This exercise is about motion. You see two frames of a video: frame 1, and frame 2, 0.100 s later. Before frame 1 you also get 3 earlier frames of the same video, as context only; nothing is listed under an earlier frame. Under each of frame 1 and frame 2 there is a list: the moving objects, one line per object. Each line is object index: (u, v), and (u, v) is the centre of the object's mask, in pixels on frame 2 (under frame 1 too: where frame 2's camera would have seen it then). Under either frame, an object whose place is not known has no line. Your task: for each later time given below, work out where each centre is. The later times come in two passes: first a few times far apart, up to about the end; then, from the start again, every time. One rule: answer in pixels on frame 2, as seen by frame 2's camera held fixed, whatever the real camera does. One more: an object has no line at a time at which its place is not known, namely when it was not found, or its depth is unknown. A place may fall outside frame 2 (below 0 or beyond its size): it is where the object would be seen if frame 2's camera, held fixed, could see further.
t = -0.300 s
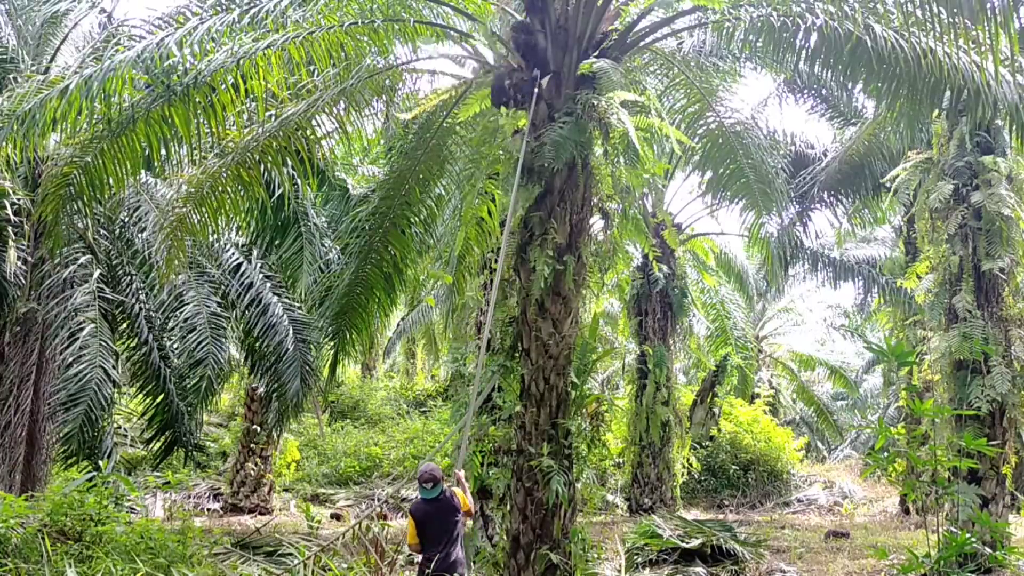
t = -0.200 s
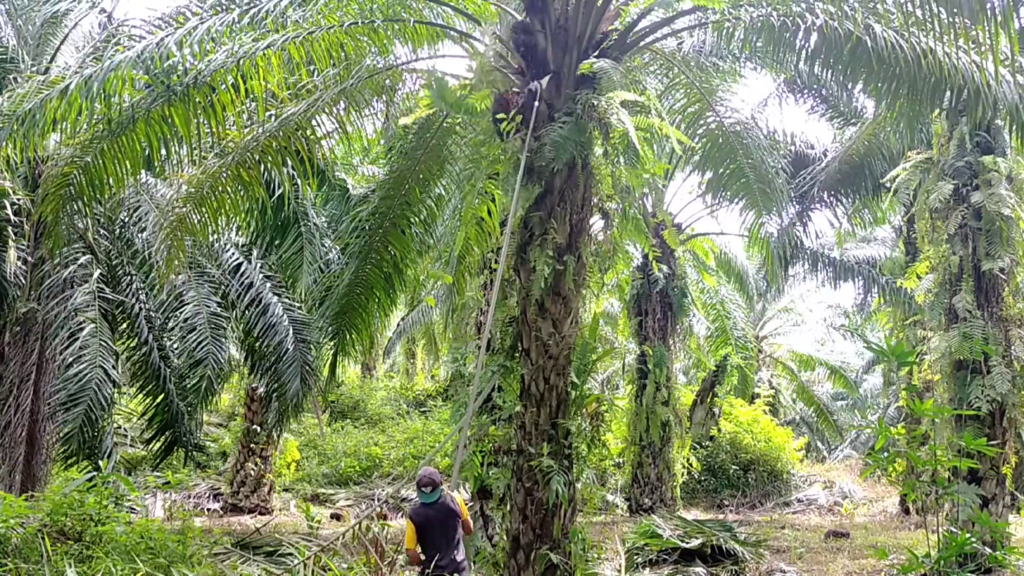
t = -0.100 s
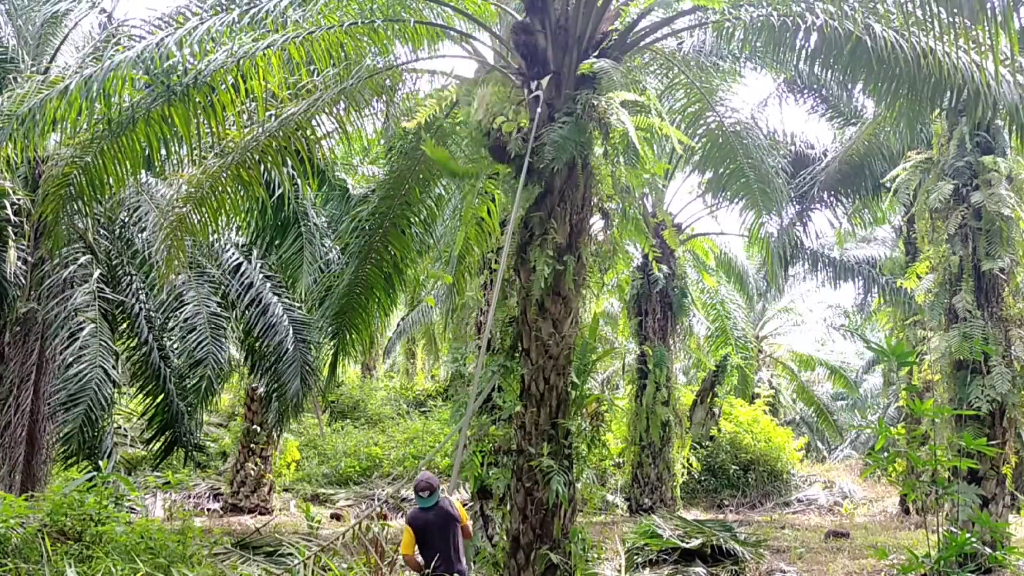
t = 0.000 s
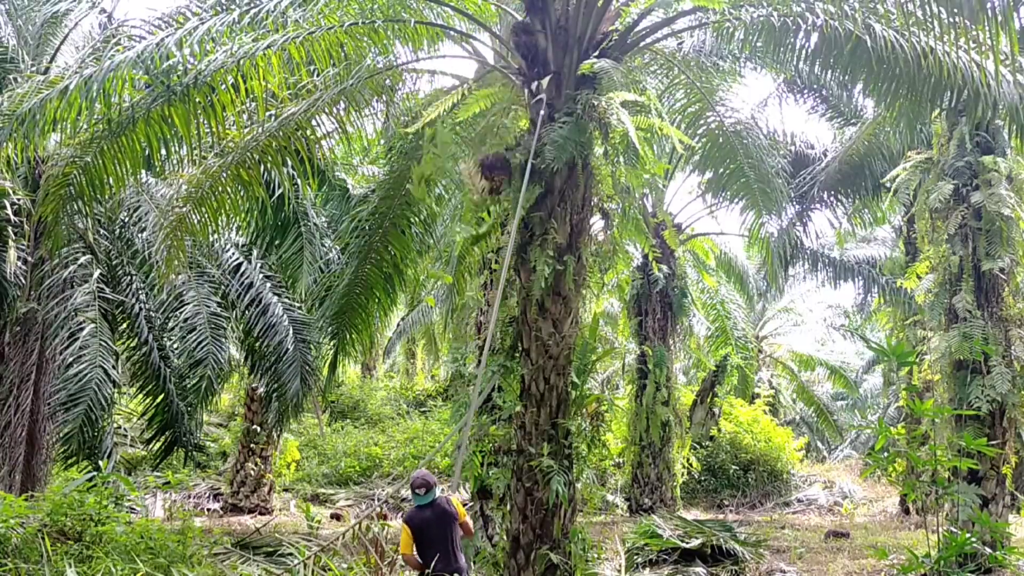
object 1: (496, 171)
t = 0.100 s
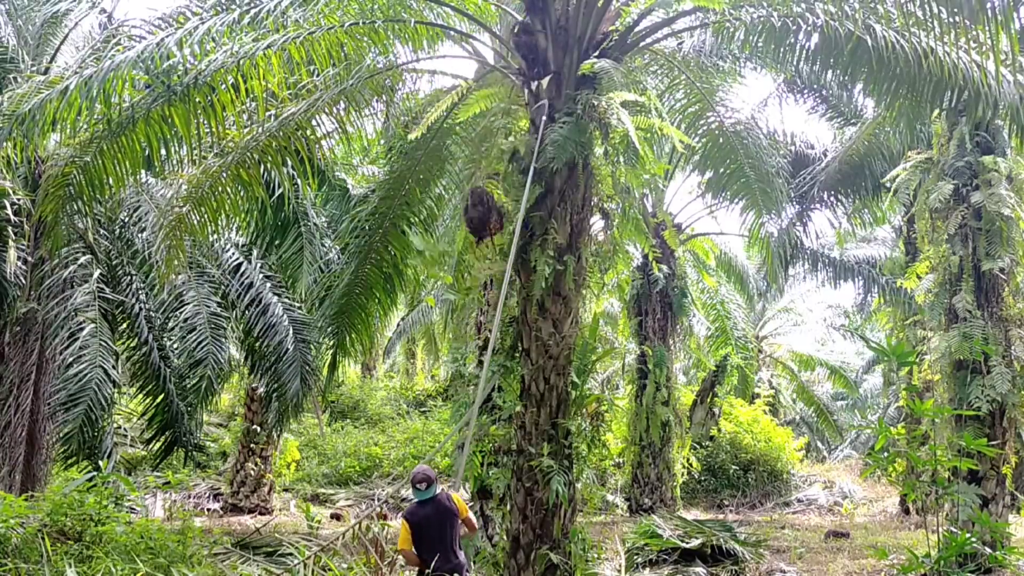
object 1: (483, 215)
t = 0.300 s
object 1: (454, 336)
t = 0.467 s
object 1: (425, 483)
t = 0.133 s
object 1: (478, 232)
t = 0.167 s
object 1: (474, 249)
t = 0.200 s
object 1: (470, 268)
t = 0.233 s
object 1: (465, 288)
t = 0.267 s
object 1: (460, 311)
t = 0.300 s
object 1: (454, 336)
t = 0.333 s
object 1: (449, 361)
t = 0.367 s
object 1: (443, 389)
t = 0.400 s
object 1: (437, 418)
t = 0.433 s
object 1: (431, 448)
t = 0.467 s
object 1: (425, 483)
